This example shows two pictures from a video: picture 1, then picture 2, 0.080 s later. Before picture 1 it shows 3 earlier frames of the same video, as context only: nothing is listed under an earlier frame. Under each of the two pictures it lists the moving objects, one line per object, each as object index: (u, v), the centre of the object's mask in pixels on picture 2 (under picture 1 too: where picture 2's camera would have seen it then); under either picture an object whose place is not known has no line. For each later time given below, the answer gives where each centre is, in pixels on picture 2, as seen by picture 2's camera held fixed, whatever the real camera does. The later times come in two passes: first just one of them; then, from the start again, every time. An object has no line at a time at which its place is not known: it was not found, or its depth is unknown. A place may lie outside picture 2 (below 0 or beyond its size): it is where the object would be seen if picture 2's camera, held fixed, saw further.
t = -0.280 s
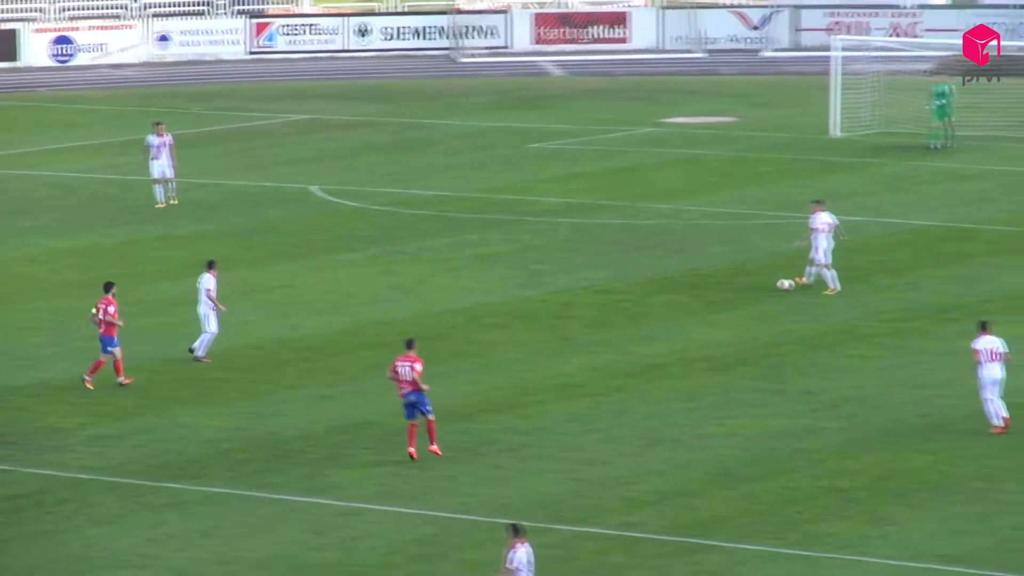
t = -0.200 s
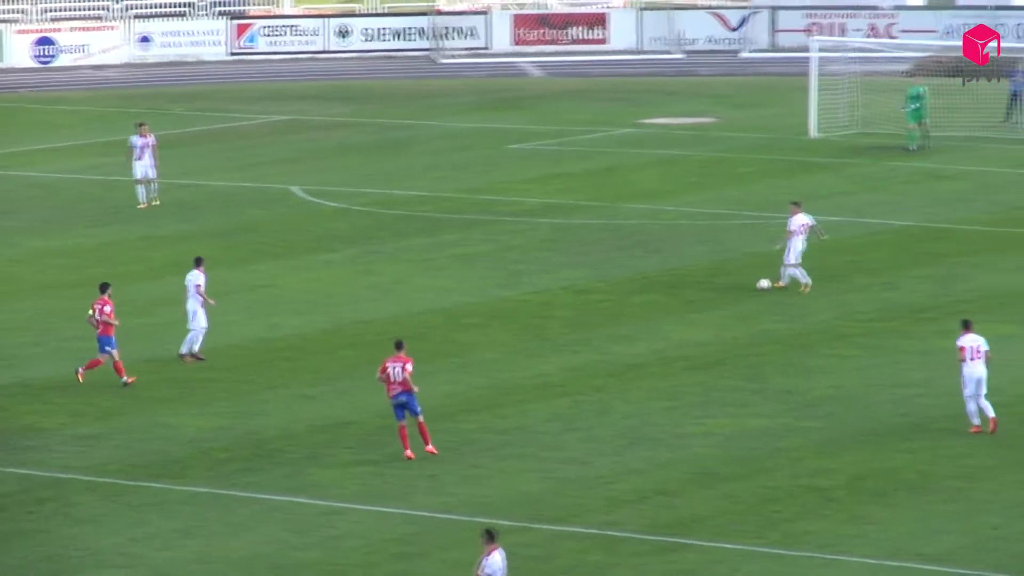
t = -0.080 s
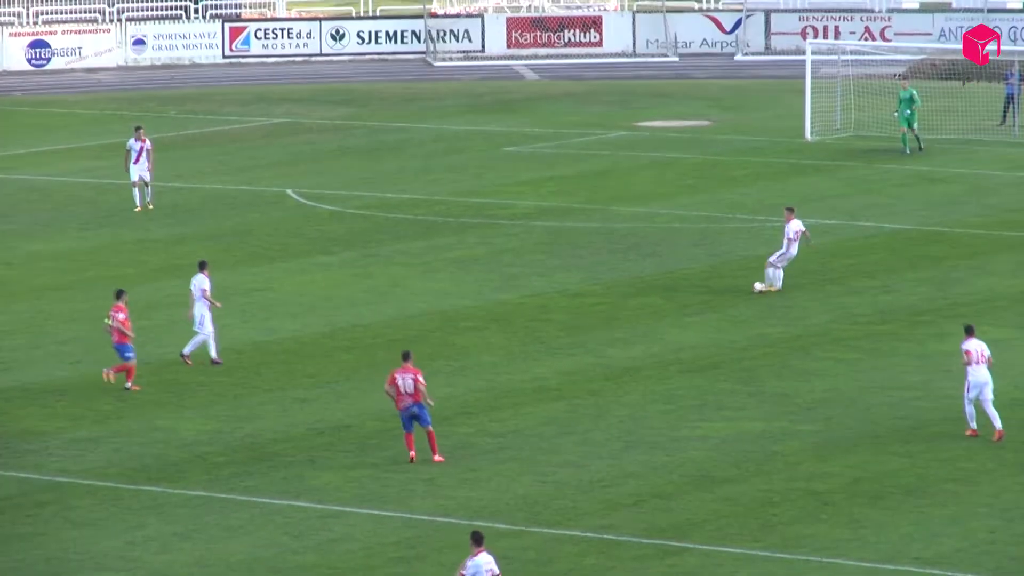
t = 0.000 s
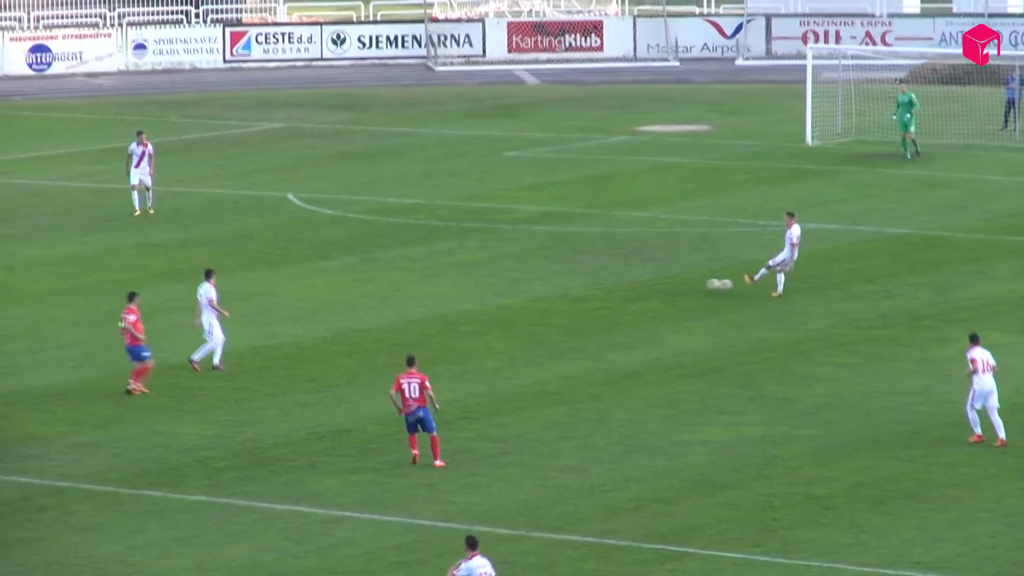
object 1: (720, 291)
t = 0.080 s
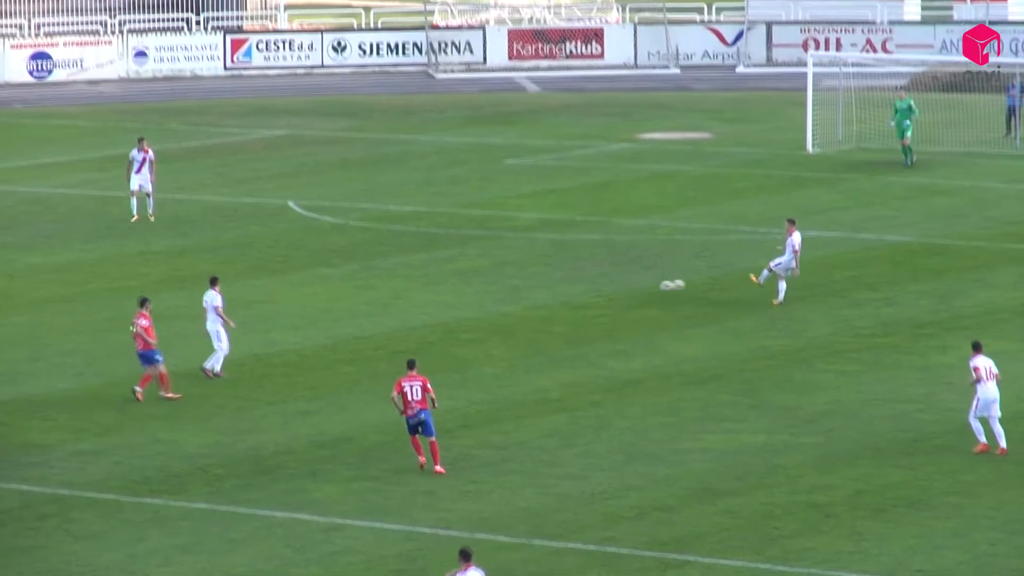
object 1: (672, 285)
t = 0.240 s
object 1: (587, 277)
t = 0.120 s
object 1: (649, 284)
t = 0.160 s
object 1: (626, 283)
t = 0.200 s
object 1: (606, 281)
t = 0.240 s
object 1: (587, 277)
